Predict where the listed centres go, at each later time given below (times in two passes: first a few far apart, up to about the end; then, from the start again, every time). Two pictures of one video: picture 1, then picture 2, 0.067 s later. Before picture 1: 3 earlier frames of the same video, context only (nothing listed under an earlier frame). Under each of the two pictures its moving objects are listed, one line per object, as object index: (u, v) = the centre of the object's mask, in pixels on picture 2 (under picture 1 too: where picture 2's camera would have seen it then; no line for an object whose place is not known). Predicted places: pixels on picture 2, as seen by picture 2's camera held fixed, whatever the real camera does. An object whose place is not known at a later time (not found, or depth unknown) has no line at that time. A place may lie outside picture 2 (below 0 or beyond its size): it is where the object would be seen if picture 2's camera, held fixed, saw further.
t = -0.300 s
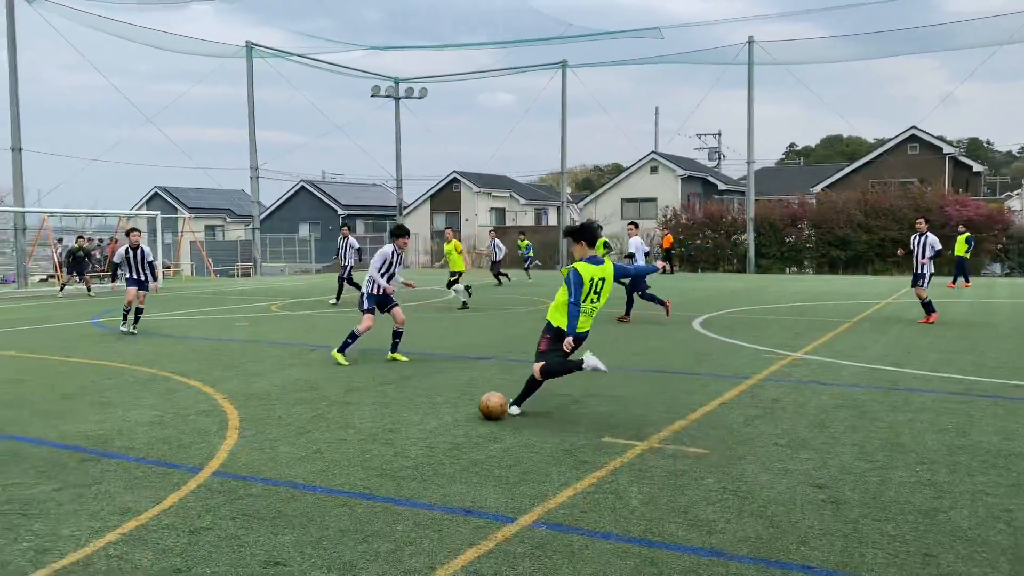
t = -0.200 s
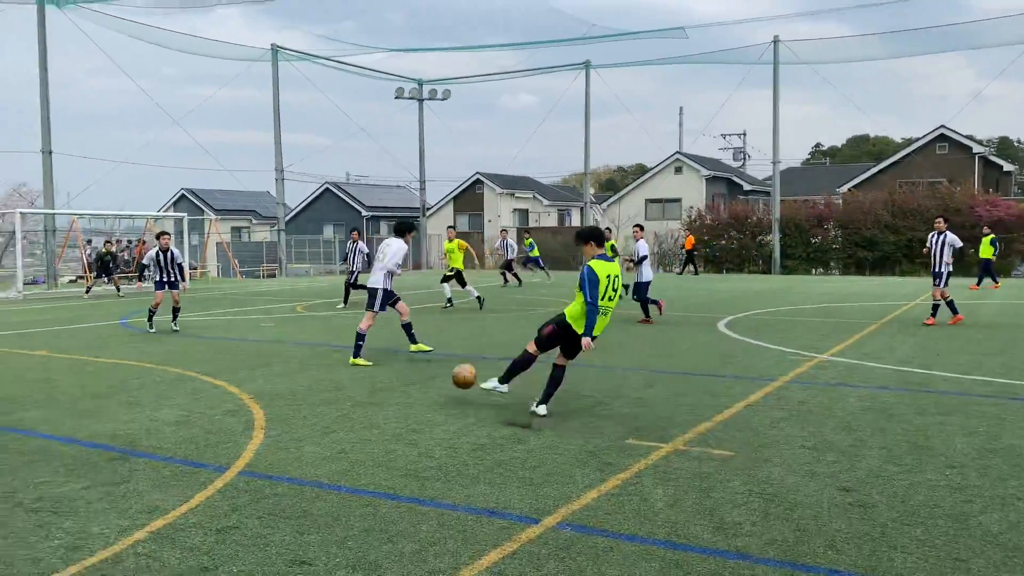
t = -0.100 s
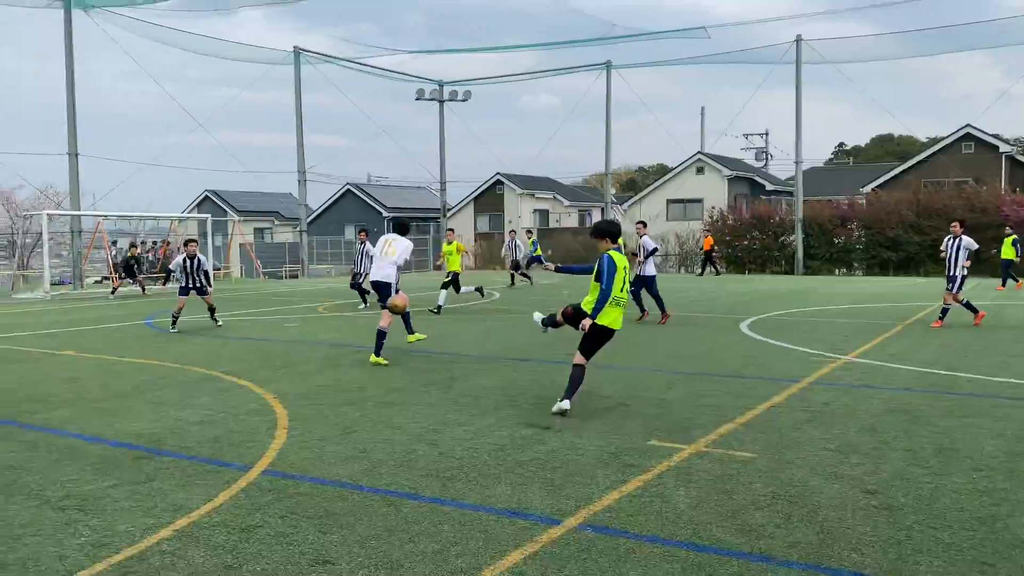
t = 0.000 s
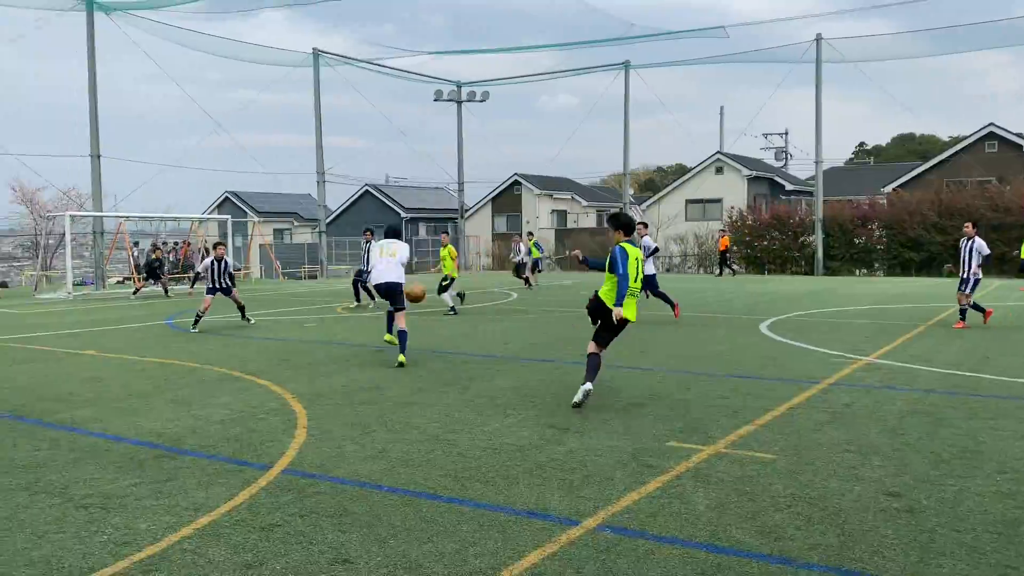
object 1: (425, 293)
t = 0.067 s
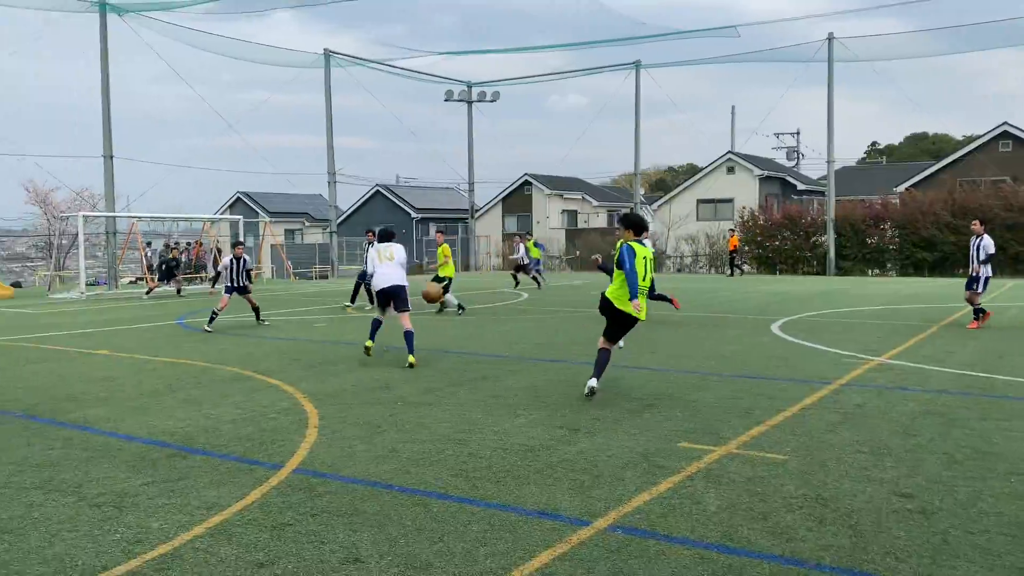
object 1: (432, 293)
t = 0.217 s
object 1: (450, 308)
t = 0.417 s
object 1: (479, 376)
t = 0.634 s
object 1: (501, 407)
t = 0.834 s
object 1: (516, 433)
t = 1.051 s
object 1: (538, 468)
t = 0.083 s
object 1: (434, 293)
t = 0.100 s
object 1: (437, 294)
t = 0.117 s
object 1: (438, 296)
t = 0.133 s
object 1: (441, 297)
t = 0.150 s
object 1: (443, 298)
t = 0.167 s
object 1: (444, 301)
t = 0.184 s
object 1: (447, 303)
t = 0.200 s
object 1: (448, 305)
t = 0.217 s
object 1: (450, 308)
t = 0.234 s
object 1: (452, 311)
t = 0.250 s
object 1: (455, 316)
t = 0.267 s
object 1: (457, 319)
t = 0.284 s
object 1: (459, 323)
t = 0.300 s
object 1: (461, 329)
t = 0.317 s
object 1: (464, 334)
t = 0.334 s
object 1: (466, 339)
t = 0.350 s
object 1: (469, 346)
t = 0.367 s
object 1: (471, 353)
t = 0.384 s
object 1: (473, 360)
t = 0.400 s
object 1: (476, 367)
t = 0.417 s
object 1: (479, 376)
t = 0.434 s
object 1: (481, 384)
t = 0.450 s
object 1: (484, 394)
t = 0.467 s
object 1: (487, 404)
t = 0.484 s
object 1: (490, 415)
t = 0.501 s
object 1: (493, 421)
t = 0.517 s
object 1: (494, 418)
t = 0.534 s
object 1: (495, 415)
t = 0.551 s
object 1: (496, 414)
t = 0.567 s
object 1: (497, 412)
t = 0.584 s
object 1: (498, 411)
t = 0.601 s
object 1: (498, 409)
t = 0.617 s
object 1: (501, 408)
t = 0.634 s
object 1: (501, 407)
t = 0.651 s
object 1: (502, 407)
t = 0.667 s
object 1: (503, 407)
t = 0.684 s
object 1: (503, 407)
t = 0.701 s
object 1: (506, 408)
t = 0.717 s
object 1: (507, 410)
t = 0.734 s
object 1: (508, 412)
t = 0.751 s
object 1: (509, 415)
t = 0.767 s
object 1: (511, 418)
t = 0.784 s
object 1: (512, 421)
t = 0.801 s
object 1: (512, 425)
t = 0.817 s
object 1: (514, 428)
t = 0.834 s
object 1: (516, 433)
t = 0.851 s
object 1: (517, 438)
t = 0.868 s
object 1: (519, 443)
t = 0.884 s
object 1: (520, 450)
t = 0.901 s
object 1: (521, 458)
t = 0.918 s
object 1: (523, 464)
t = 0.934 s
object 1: (525, 463)
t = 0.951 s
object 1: (526, 463)
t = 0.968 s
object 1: (528, 463)
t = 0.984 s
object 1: (529, 463)
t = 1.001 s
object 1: (532, 464)
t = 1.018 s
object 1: (534, 465)
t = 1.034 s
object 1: (536, 467)
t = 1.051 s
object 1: (538, 468)
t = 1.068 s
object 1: (540, 471)
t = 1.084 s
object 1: (543, 475)
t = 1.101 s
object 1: (544, 478)
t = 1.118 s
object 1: (547, 482)
